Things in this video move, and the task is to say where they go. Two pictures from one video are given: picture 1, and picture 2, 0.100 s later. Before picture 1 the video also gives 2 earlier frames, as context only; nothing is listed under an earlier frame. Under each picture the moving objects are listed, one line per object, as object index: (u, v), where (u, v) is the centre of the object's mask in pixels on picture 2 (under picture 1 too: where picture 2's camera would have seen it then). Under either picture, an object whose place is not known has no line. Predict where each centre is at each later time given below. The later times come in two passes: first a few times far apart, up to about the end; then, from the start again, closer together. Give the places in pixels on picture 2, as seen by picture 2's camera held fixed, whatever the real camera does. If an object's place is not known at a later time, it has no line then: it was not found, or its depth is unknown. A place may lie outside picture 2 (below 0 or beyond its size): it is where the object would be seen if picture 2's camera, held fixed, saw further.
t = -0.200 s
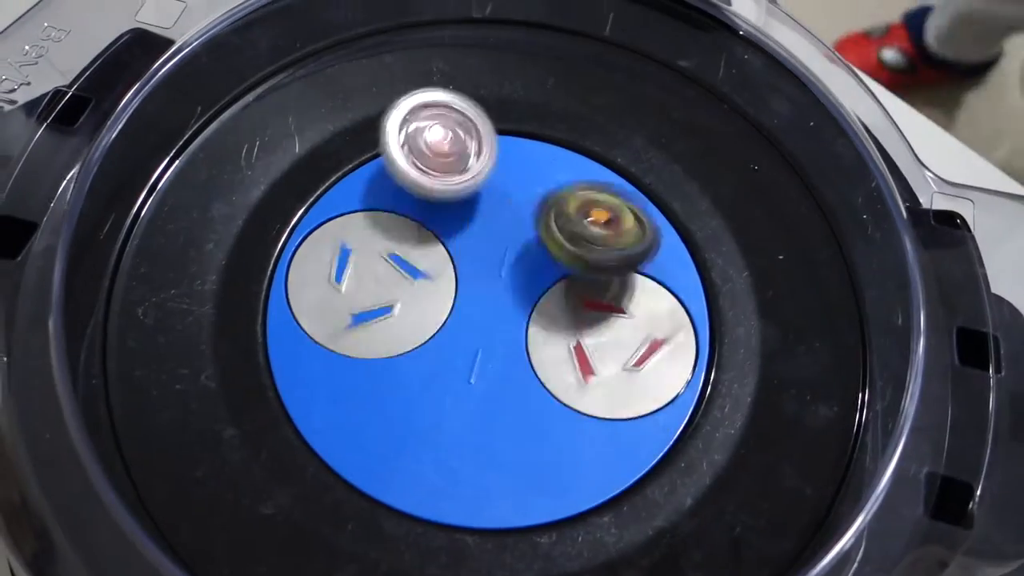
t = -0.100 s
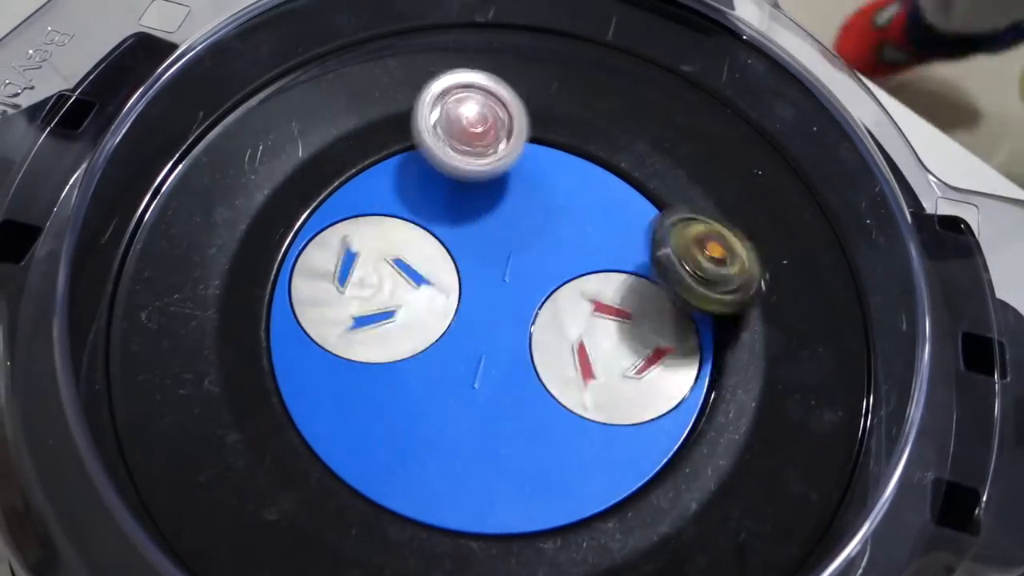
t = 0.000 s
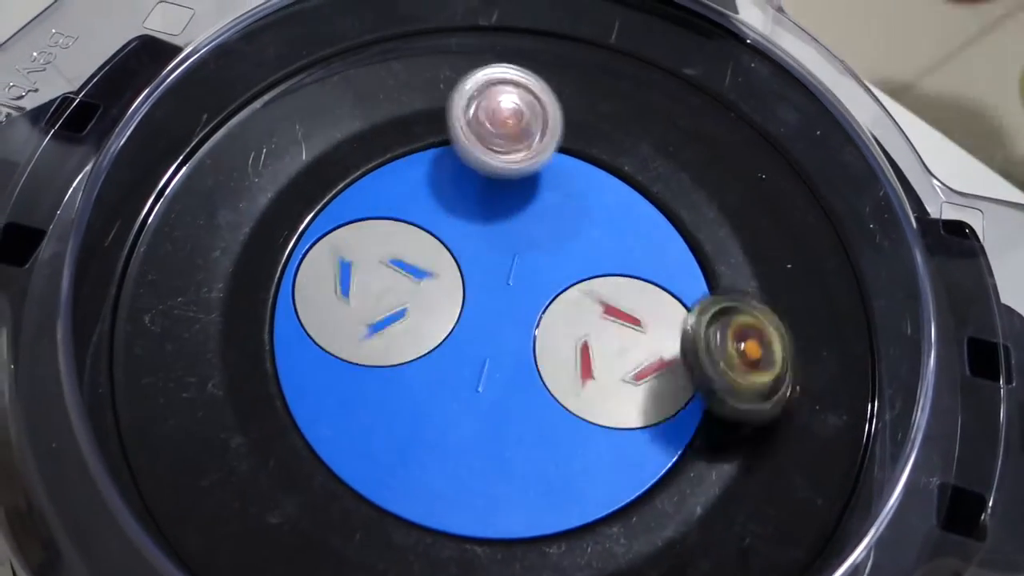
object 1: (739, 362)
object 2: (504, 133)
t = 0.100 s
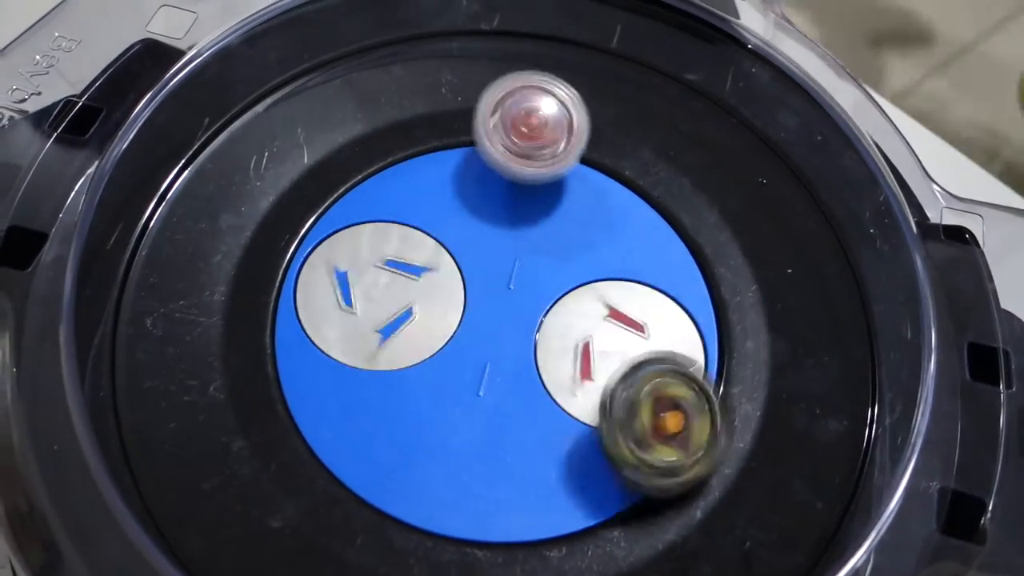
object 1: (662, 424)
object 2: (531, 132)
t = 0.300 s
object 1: (568, 268)
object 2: (582, 150)
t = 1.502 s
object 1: (262, 187)
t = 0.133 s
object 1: (623, 420)
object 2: (539, 137)
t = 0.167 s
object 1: (583, 404)
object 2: (547, 136)
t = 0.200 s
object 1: (555, 375)
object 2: (555, 141)
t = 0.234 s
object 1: (540, 337)
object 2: (565, 143)
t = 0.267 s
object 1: (543, 298)
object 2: (573, 148)
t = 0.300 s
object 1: (568, 268)
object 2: (582, 150)
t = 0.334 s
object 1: (600, 259)
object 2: (596, 148)
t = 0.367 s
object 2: (603, 141)
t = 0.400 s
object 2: (610, 137)
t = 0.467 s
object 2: (625, 140)
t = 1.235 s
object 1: (380, 191)
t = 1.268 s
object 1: (356, 180)
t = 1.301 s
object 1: (337, 178)
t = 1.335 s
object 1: (319, 178)
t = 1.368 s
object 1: (305, 181)
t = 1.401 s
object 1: (293, 182)
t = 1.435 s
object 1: (281, 186)
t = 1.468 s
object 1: (271, 188)
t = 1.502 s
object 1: (262, 187)
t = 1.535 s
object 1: (255, 189)
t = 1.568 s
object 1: (253, 193)
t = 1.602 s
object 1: (255, 197)
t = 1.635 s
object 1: (264, 205)
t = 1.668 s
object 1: (273, 211)
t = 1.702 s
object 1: (282, 215)
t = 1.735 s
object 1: (291, 218)
